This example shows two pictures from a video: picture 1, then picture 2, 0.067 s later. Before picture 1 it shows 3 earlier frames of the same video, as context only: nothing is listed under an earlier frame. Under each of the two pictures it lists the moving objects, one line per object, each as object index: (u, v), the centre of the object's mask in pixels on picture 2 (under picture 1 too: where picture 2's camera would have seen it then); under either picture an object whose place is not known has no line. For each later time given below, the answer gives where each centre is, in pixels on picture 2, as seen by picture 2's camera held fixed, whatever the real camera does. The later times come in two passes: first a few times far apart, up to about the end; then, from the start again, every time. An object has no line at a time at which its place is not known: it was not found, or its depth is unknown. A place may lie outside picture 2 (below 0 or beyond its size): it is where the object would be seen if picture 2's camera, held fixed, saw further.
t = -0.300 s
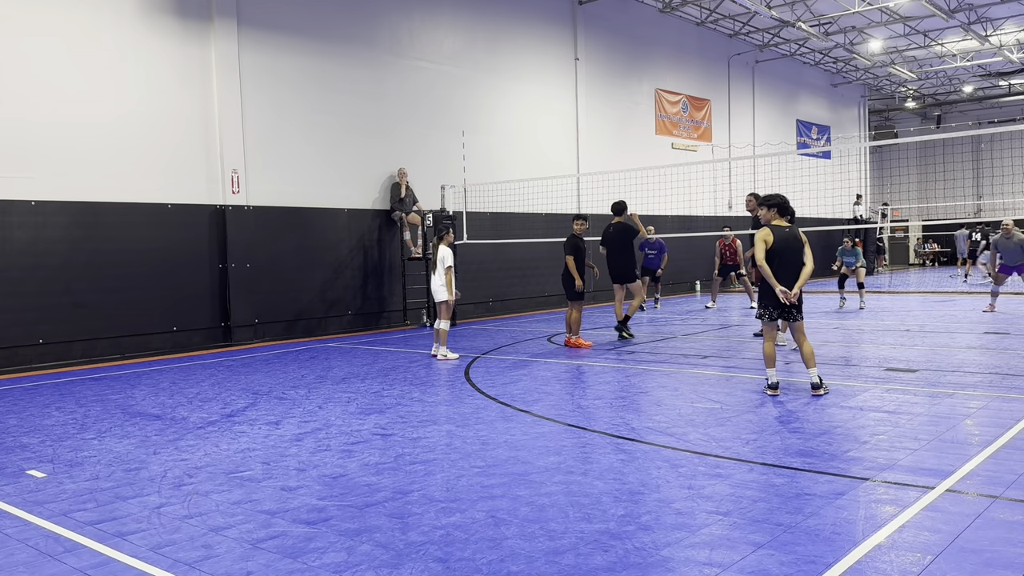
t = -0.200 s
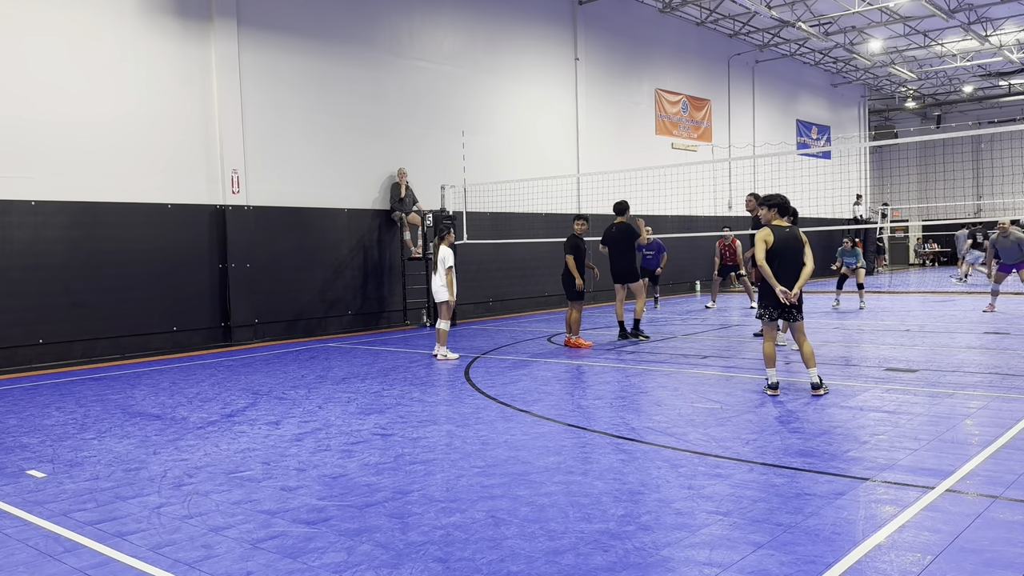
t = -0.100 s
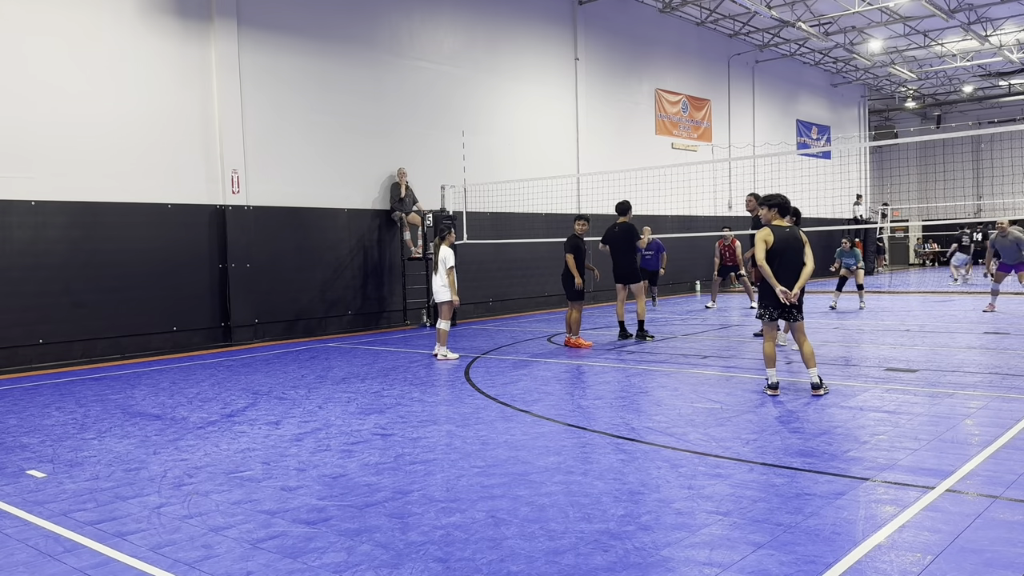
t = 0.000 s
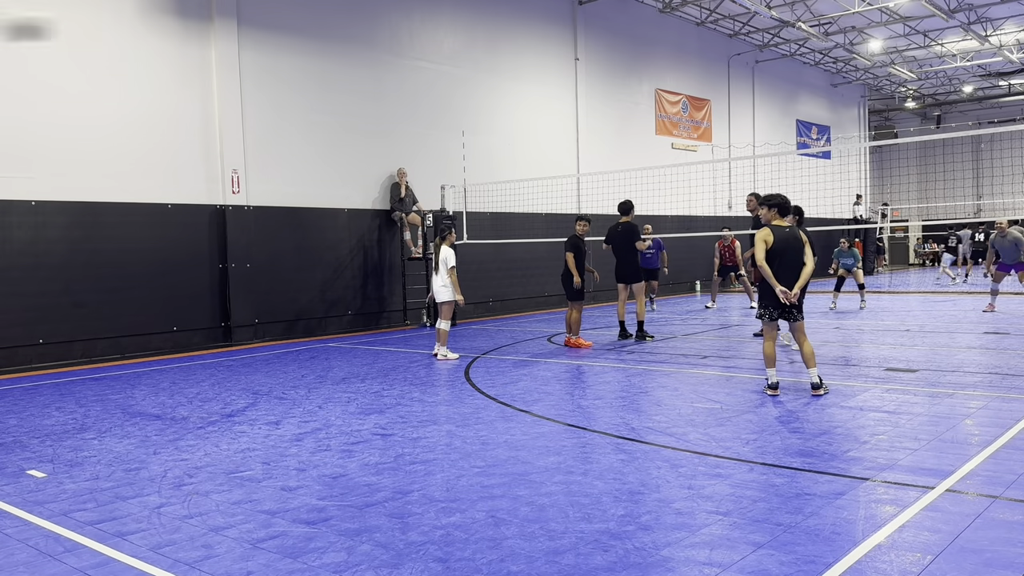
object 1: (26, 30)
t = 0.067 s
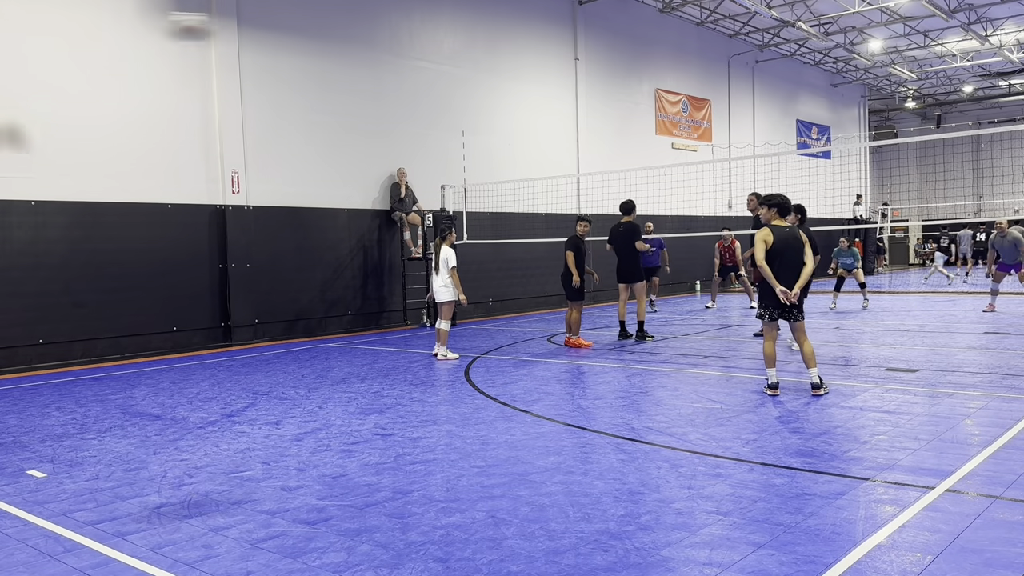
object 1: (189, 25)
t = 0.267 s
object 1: (527, 69)
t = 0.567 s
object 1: (815, 180)
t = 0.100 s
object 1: (258, 28)
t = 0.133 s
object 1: (323, 34)
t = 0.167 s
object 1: (381, 41)
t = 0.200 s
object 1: (435, 50)
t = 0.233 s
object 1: (480, 58)
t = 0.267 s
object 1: (527, 69)
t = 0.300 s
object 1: (568, 83)
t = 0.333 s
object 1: (608, 93)
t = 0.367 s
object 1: (642, 103)
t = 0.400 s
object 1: (677, 114)
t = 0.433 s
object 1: (707, 127)
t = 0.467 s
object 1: (739, 139)
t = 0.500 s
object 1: (764, 151)
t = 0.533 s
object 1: (789, 166)
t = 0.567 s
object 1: (815, 180)
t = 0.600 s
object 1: (831, 185)
